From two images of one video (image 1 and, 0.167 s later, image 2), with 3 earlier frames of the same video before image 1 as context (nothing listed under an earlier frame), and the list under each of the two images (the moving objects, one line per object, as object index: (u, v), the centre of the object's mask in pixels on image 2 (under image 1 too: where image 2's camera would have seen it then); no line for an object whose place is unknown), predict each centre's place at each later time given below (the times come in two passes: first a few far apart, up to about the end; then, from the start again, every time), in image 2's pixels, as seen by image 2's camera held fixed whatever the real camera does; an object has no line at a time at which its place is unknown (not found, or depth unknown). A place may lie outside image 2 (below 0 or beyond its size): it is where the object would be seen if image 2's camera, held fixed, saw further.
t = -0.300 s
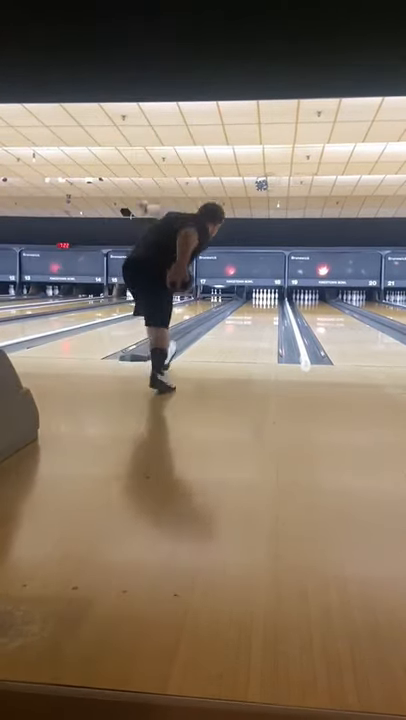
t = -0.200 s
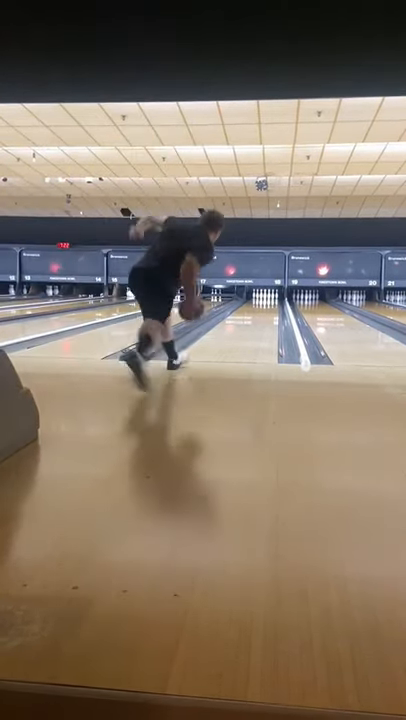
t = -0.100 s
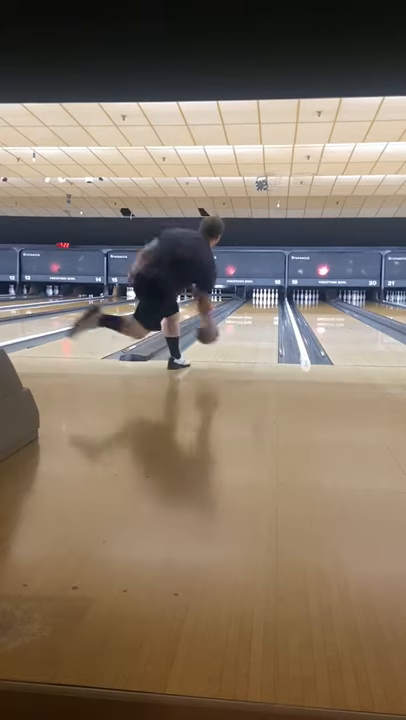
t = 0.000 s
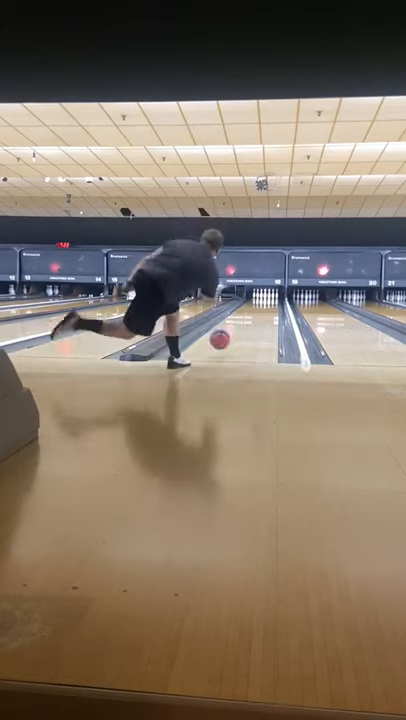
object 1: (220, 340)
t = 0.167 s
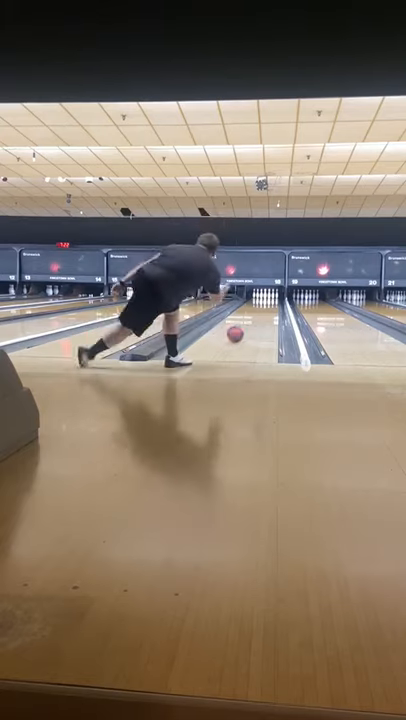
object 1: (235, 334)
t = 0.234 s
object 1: (239, 331)
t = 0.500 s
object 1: (253, 320)
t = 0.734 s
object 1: (261, 314)
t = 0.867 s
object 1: (265, 311)
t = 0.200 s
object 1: (237, 332)
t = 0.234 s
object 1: (239, 331)
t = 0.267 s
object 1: (242, 329)
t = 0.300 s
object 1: (244, 327)
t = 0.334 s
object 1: (246, 326)
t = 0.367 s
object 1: (247, 324)
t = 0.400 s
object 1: (249, 323)
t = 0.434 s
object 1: (250, 322)
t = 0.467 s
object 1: (252, 321)
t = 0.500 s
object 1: (253, 320)
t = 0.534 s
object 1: (255, 319)
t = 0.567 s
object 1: (256, 318)
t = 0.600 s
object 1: (257, 317)
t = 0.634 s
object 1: (258, 316)
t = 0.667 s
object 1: (259, 316)
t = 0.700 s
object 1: (260, 315)
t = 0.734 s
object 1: (261, 314)
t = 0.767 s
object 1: (262, 314)
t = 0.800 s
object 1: (263, 312)
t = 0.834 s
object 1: (264, 312)
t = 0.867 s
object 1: (265, 311)
